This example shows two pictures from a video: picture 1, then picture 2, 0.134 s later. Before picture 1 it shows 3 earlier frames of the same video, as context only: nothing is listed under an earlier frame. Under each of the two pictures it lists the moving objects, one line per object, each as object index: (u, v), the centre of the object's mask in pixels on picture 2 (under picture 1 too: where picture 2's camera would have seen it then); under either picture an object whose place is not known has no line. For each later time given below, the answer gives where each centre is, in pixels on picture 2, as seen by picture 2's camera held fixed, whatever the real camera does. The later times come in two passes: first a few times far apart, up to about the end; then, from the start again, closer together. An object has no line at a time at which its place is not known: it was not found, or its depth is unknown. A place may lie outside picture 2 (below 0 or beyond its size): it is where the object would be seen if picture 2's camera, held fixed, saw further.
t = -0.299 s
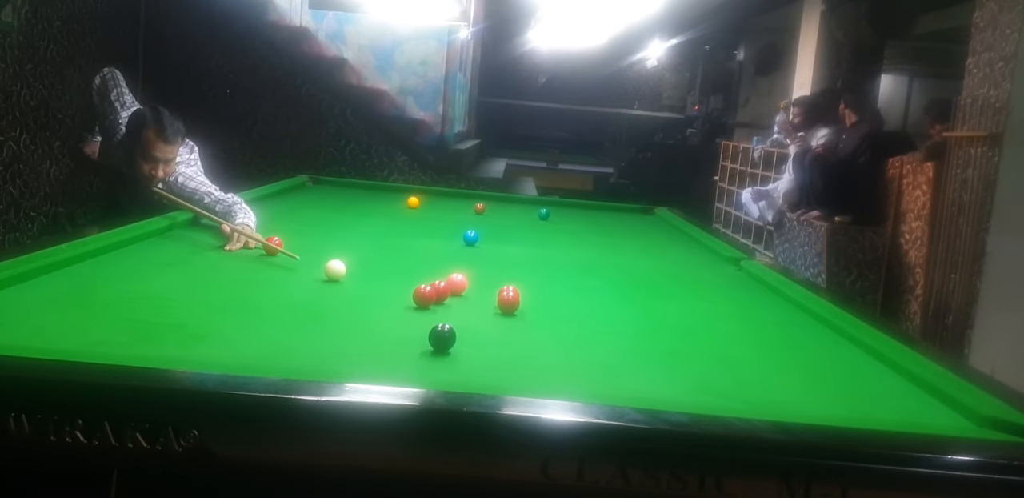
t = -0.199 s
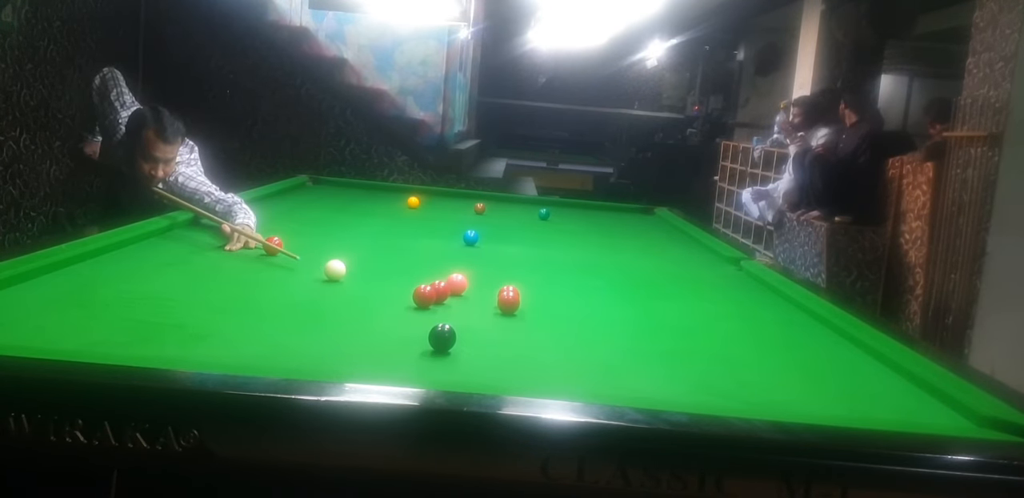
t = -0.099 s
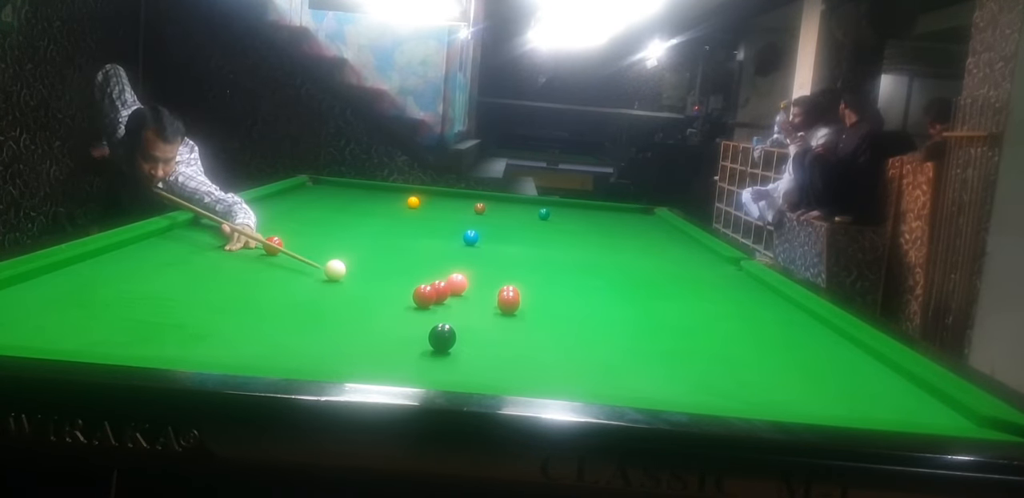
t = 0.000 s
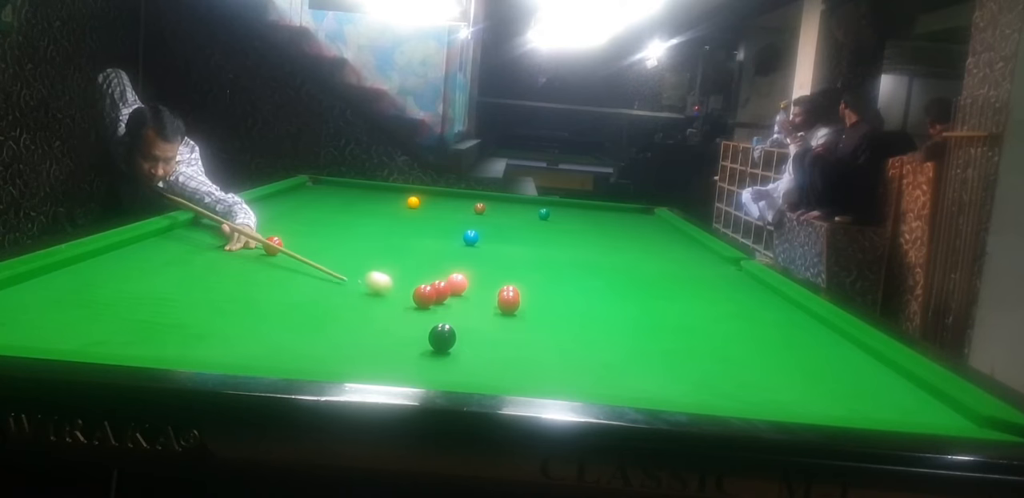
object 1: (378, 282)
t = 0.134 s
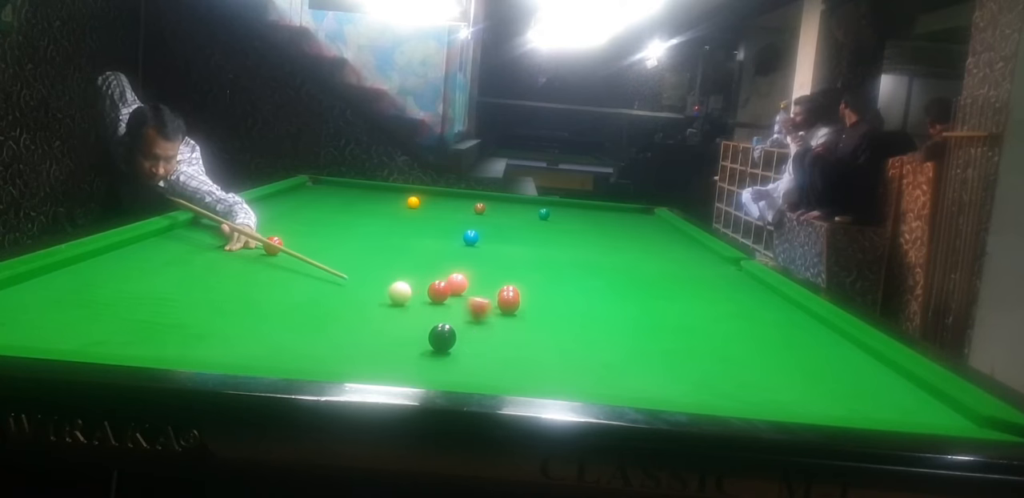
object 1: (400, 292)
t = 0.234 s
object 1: (391, 293)
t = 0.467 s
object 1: (374, 294)
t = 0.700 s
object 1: (358, 294)
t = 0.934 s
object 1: (344, 295)
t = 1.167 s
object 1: (333, 295)
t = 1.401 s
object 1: (325, 295)
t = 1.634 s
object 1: (319, 295)
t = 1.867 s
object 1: (317, 295)
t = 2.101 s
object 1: (317, 295)
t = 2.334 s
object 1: (317, 295)
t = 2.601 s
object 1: (317, 295)
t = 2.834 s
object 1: (317, 295)
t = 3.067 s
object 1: (317, 295)
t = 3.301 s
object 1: (317, 295)
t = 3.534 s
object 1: (317, 295)
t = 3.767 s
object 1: (317, 295)
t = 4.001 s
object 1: (317, 295)
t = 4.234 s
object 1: (317, 295)
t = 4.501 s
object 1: (317, 295)
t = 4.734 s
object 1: (317, 295)
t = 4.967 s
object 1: (317, 295)
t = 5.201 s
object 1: (317, 295)
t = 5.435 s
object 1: (317, 295)
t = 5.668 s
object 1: (317, 295)
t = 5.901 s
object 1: (317, 295)
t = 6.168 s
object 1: (317, 295)
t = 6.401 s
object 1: (317, 295)
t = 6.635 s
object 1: (317, 295)
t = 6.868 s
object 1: (317, 295)
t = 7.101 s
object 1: (317, 295)
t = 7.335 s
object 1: (317, 295)
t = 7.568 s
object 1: (317, 295)
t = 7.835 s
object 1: (317, 295)
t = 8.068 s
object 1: (317, 295)
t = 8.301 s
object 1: (317, 295)
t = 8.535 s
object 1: (317, 295)
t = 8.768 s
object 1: (317, 295)
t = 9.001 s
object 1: (317, 295)
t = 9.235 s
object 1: (317, 295)
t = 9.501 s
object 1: (317, 295)
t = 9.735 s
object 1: (317, 295)
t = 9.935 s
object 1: (317, 295)
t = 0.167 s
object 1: (397, 292)
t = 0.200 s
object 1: (394, 293)
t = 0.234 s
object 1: (391, 293)
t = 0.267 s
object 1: (389, 293)
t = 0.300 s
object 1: (386, 293)
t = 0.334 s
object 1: (384, 293)
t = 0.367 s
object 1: (381, 293)
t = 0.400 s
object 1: (379, 294)
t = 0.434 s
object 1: (376, 294)
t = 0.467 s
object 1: (374, 294)
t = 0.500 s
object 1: (371, 294)
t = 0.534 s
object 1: (369, 294)
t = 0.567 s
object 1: (367, 294)
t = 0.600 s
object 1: (364, 294)
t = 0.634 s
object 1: (362, 294)
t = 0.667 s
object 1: (360, 294)
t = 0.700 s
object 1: (358, 294)
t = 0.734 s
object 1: (356, 294)
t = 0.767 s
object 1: (354, 294)
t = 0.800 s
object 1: (352, 294)
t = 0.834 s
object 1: (350, 294)
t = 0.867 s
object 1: (348, 294)
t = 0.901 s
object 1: (346, 294)
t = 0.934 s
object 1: (344, 295)
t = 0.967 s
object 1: (343, 294)
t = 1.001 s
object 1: (341, 295)
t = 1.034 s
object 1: (339, 295)
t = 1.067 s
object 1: (338, 295)
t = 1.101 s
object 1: (336, 295)
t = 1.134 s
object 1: (335, 295)
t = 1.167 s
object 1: (333, 295)
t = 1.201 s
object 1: (332, 295)
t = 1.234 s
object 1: (331, 295)
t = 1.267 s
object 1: (330, 295)
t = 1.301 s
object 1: (328, 295)
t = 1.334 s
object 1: (328, 295)
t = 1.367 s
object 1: (326, 295)
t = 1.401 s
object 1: (325, 295)
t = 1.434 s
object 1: (324, 295)
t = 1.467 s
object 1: (323, 295)
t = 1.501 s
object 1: (322, 295)
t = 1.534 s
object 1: (321, 295)
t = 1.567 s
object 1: (320, 295)
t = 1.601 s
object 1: (320, 295)
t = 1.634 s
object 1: (319, 295)
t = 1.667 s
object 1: (319, 295)
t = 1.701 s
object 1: (318, 295)
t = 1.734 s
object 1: (318, 295)
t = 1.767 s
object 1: (318, 295)
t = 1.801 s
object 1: (317, 295)
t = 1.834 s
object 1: (317, 295)
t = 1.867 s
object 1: (317, 295)
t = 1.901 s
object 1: (317, 295)
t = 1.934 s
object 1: (317, 295)
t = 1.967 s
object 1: (317, 295)
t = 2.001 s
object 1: (317, 295)
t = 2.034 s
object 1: (317, 295)
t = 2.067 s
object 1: (317, 295)
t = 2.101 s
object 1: (317, 295)
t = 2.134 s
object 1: (317, 295)
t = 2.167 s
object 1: (317, 295)
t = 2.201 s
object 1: (317, 295)
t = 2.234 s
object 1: (317, 295)
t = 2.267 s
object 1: (317, 295)
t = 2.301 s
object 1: (317, 295)
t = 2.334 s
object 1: (317, 295)
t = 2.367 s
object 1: (317, 295)
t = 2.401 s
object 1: (317, 295)
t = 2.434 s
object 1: (317, 295)
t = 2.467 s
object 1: (317, 295)
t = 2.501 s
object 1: (317, 295)
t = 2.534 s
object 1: (317, 295)
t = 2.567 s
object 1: (317, 295)
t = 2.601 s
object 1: (317, 295)
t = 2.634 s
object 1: (317, 295)
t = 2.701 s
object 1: (317, 295)
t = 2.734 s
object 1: (317, 295)
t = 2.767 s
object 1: (317, 295)
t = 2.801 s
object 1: (317, 295)
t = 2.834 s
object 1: (317, 295)
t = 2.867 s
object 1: (317, 295)
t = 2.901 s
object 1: (317, 295)
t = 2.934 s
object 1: (317, 295)
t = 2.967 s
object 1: (317, 295)
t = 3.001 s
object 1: (317, 295)
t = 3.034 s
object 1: (317, 295)
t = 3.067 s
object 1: (317, 295)
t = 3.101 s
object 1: (317, 295)
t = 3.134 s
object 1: (317, 295)
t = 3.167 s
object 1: (317, 295)
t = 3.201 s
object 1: (317, 295)
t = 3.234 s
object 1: (317, 295)
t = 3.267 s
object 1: (317, 295)
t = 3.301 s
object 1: (317, 295)
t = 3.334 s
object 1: (317, 295)
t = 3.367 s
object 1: (317, 295)
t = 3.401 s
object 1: (317, 295)
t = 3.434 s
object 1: (317, 295)
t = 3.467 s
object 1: (317, 295)
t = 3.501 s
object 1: (317, 295)
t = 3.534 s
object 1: (317, 295)
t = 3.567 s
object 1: (317, 295)
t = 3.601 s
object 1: (317, 295)
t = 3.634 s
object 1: (317, 295)
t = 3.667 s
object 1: (317, 295)
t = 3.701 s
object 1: (317, 295)
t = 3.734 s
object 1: (317, 295)
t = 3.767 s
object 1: (317, 295)
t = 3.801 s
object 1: (317, 295)
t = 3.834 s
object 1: (317, 295)
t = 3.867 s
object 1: (317, 295)
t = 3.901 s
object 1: (317, 295)
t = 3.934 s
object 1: (317, 295)
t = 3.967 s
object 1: (317, 295)
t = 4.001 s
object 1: (317, 295)
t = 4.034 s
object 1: (317, 295)
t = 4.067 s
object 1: (317, 295)
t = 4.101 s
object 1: (317, 295)
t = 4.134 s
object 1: (317, 295)
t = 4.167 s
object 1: (317, 295)
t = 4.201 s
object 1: (317, 295)
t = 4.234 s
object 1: (317, 295)
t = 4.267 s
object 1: (317, 295)
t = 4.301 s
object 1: (317, 295)
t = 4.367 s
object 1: (317, 295)
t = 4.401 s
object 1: (317, 295)
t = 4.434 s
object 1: (317, 295)
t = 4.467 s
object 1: (317, 295)
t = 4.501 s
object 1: (317, 295)
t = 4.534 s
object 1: (317, 295)
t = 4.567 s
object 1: (317, 295)
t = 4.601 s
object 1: (317, 295)
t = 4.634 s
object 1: (317, 295)
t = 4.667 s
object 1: (317, 295)
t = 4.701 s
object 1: (317, 295)
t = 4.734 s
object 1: (317, 295)
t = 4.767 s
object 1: (317, 295)
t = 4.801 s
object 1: (317, 295)
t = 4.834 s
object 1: (317, 295)
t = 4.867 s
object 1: (317, 295)
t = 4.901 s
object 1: (317, 295)
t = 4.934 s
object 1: (317, 295)
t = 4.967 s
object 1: (317, 295)
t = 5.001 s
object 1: (317, 295)
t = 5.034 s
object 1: (317, 295)
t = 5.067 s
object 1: (317, 295)
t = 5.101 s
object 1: (317, 295)
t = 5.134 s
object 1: (317, 295)
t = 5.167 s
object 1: (317, 295)
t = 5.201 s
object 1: (317, 295)
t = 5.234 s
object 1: (317, 295)
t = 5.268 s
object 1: (317, 295)
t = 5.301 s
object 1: (317, 295)
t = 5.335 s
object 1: (317, 295)
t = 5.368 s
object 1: (317, 295)
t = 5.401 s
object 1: (317, 295)
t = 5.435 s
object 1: (317, 295)
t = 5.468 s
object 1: (317, 295)
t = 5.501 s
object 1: (317, 295)
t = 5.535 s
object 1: (317, 295)
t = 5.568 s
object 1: (317, 295)
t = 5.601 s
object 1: (317, 295)
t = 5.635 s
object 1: (317, 295)
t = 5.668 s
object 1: (317, 295)
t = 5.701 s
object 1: (317, 295)
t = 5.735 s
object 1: (317, 295)
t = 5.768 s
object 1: (317, 295)
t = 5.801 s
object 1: (317, 295)
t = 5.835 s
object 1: (317, 295)
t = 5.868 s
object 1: (317, 295)
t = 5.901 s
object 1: (317, 295)
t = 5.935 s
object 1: (317, 295)
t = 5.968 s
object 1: (317, 295)
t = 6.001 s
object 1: (317, 295)
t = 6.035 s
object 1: (317, 295)
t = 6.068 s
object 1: (317, 295)
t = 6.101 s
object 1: (317, 295)
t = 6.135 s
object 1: (317, 295)
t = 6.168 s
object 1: (317, 295)
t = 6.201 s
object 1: (317, 295)
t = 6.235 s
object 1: (317, 295)
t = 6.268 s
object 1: (317, 295)
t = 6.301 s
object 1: (317, 295)
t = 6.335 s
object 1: (317, 295)
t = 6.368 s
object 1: (317, 295)
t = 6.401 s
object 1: (317, 295)
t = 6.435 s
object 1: (317, 295)
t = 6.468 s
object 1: (317, 295)
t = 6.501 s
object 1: (317, 295)
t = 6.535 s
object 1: (317, 295)
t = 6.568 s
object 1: (317, 295)
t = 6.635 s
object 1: (317, 295)
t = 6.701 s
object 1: (317, 295)
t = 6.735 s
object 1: (317, 295)
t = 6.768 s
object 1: (317, 295)
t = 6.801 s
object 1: (317, 295)
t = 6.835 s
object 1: (317, 295)
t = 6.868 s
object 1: (317, 295)
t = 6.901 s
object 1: (317, 295)
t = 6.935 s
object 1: (317, 295)
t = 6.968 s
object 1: (317, 295)
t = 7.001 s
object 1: (317, 295)
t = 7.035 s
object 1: (317, 295)
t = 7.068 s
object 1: (317, 295)
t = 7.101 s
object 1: (317, 295)
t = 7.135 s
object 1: (317, 295)
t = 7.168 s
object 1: (317, 295)
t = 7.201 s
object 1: (317, 295)
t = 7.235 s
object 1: (317, 295)
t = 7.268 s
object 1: (317, 295)
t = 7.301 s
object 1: (317, 295)
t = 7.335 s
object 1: (317, 295)
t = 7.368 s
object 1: (317, 295)
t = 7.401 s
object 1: (317, 295)
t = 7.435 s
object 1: (317, 295)
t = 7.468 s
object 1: (317, 295)
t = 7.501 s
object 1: (317, 295)
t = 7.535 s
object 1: (317, 295)
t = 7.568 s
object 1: (317, 295)
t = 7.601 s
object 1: (317, 295)
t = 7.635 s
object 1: (317, 295)
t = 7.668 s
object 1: (317, 295)
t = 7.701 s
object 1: (317, 295)
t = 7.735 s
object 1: (317, 295)
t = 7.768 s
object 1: (317, 295)
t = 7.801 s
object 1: (317, 295)
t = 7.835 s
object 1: (317, 295)
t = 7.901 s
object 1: (317, 295)
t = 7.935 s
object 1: (317, 295)
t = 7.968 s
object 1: (317, 295)
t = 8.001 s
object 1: (317, 295)
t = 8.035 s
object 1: (317, 295)
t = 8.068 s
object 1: (317, 295)
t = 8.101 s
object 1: (317, 295)
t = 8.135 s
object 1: (317, 295)
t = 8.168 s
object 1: (317, 295)
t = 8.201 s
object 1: (317, 295)
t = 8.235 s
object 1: (317, 295)
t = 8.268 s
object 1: (317, 295)
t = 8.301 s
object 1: (317, 295)
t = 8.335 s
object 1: (317, 295)
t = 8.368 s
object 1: (317, 295)
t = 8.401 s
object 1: (317, 295)
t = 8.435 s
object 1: (317, 295)
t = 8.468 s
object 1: (317, 295)
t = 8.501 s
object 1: (317, 295)
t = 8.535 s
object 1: (317, 295)
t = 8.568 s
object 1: (317, 295)
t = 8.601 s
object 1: (317, 295)
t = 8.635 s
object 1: (317, 295)
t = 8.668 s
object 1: (317, 295)
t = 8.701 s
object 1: (317, 295)
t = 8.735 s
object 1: (317, 295)
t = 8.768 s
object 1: (317, 295)
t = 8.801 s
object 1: (317, 295)
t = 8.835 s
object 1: (317, 295)
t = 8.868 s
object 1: (317, 295)
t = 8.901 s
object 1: (317, 295)
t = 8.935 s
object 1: (317, 295)
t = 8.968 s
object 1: (317, 295)
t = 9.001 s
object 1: (317, 295)
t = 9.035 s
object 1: (317, 295)
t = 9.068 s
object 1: (317, 295)
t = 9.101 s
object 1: (317, 295)
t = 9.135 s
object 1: (317, 295)
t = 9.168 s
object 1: (317, 295)
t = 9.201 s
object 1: (317, 295)
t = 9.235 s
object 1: (317, 295)
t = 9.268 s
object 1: (317, 295)
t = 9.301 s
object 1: (317, 295)
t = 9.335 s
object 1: (317, 295)
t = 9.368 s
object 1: (317, 295)
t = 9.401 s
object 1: (317, 295)
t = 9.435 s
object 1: (317, 295)
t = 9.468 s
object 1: (317, 295)
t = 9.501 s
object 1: (317, 295)
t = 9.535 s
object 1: (317, 295)
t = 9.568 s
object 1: (317, 295)
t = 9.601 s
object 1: (317, 295)
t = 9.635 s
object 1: (317, 295)
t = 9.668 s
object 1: (317, 295)
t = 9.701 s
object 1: (317, 295)
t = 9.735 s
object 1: (317, 295)
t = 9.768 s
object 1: (317, 295)
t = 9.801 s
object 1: (317, 295)
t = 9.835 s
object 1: (317, 295)
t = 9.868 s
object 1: (317, 295)
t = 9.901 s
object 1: (317, 295)
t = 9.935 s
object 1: (317, 295)
